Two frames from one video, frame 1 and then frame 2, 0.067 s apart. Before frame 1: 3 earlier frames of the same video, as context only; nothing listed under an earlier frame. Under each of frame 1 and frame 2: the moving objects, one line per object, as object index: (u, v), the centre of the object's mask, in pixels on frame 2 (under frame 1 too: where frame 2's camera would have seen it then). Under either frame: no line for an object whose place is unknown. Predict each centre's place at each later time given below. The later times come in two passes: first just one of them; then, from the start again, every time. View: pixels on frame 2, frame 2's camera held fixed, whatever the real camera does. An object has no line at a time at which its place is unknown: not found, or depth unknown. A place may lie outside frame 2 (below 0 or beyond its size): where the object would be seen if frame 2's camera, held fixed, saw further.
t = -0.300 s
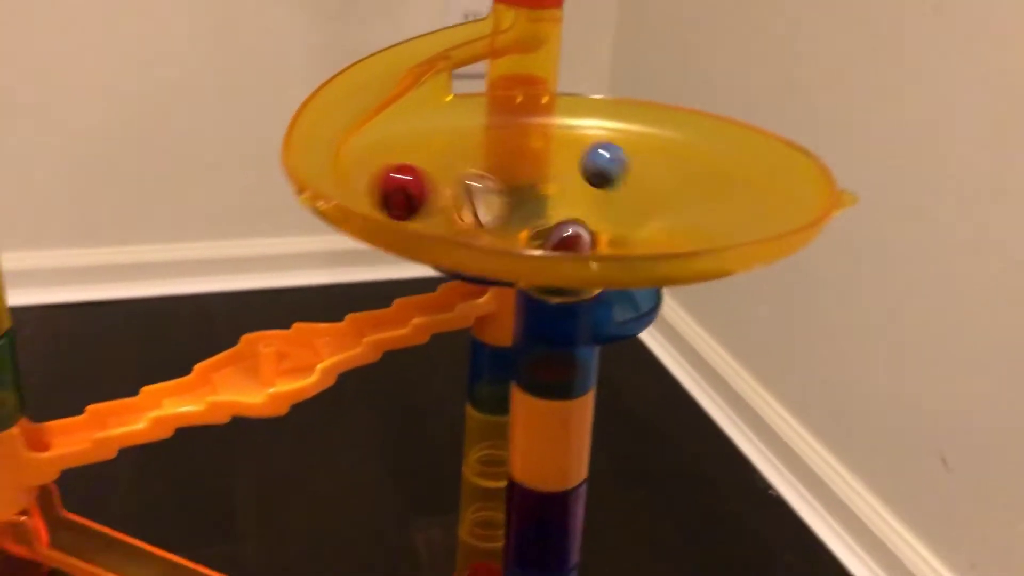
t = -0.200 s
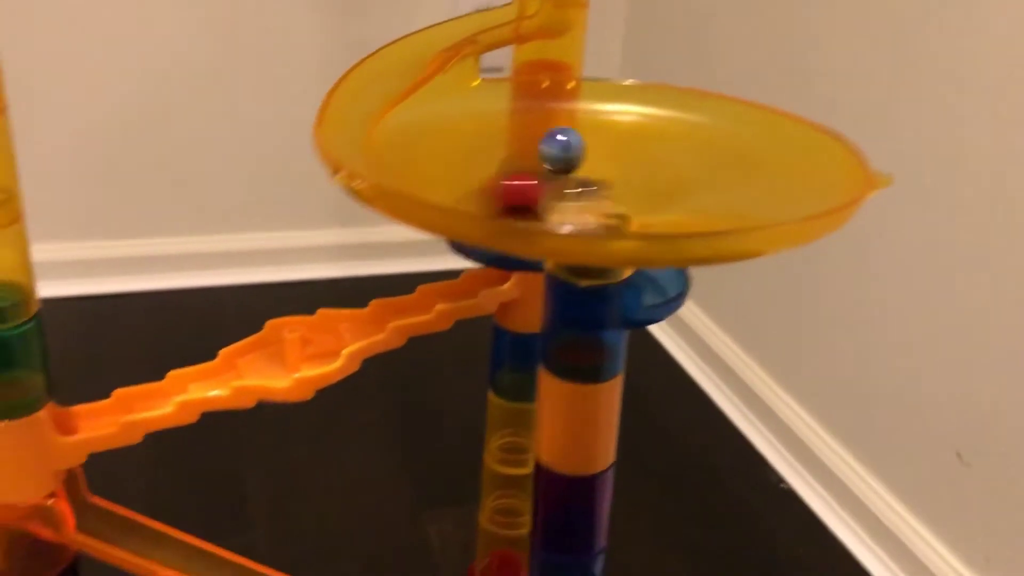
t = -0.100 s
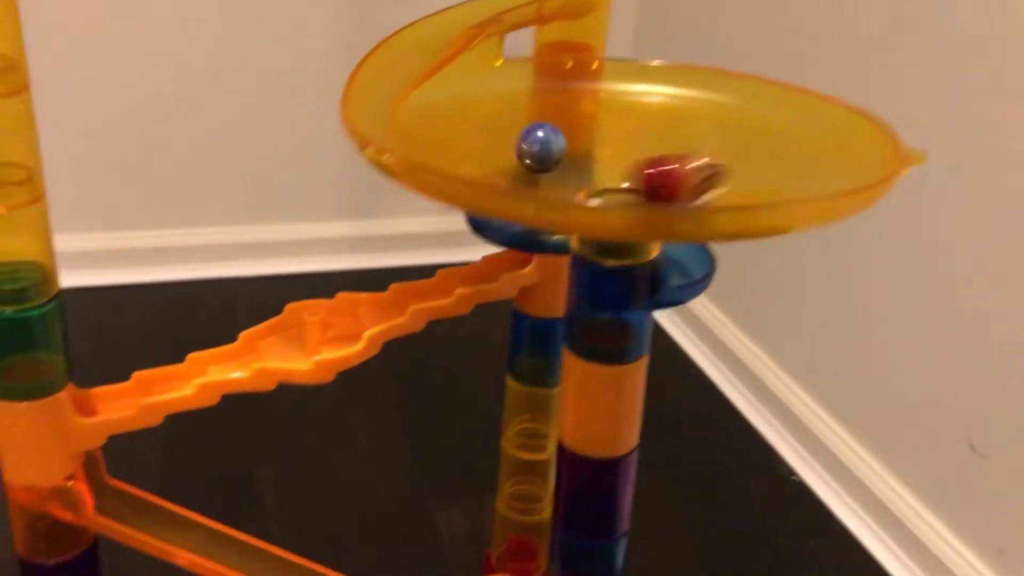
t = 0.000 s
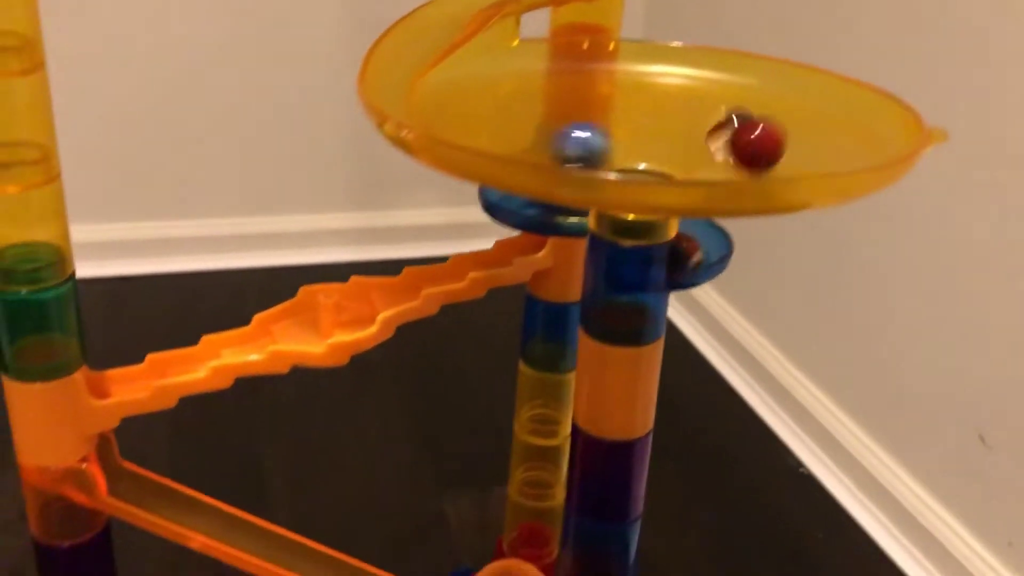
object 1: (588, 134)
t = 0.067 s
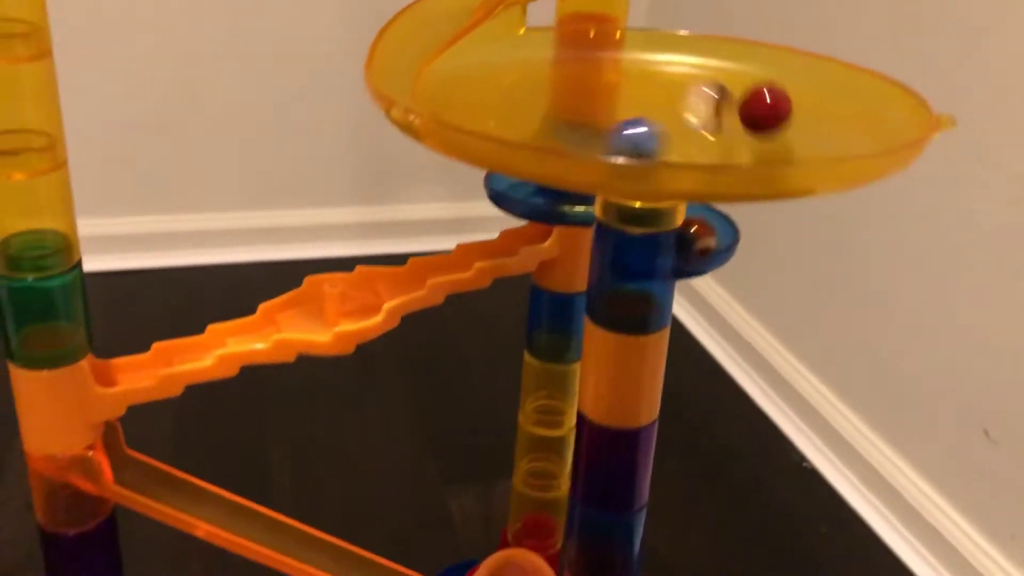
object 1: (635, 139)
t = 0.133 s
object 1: (688, 141)
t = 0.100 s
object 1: (662, 141)
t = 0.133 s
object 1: (688, 141)
